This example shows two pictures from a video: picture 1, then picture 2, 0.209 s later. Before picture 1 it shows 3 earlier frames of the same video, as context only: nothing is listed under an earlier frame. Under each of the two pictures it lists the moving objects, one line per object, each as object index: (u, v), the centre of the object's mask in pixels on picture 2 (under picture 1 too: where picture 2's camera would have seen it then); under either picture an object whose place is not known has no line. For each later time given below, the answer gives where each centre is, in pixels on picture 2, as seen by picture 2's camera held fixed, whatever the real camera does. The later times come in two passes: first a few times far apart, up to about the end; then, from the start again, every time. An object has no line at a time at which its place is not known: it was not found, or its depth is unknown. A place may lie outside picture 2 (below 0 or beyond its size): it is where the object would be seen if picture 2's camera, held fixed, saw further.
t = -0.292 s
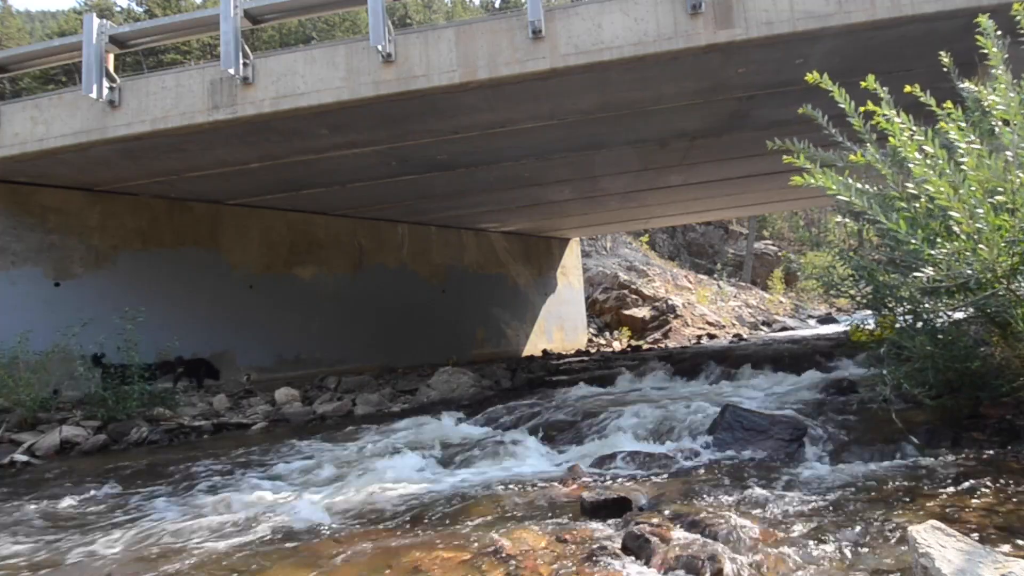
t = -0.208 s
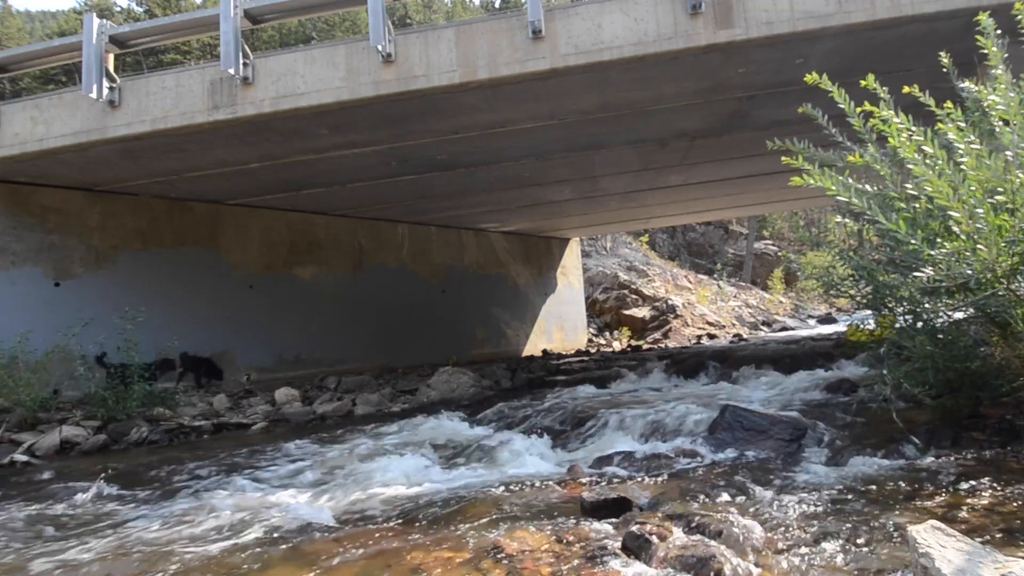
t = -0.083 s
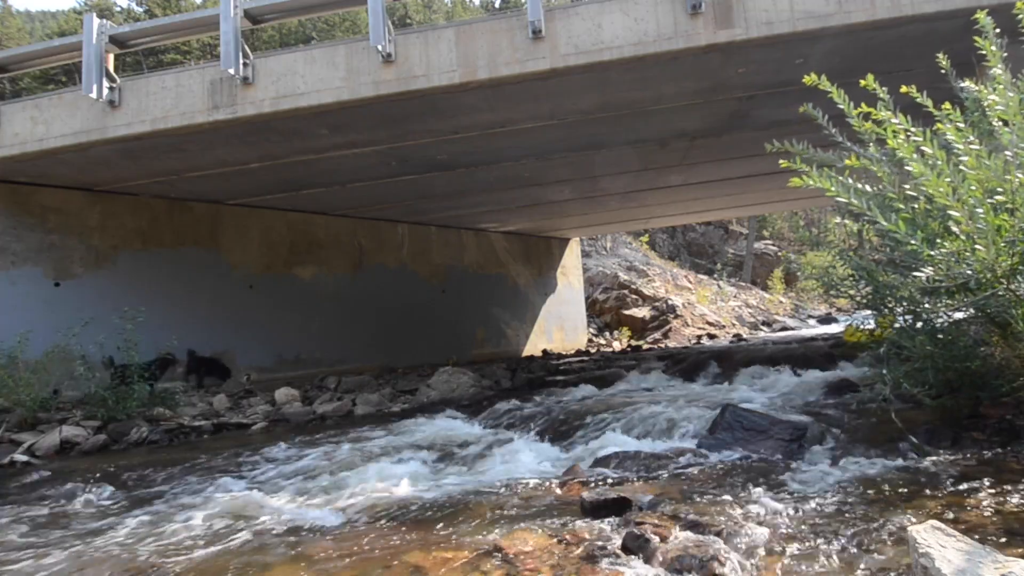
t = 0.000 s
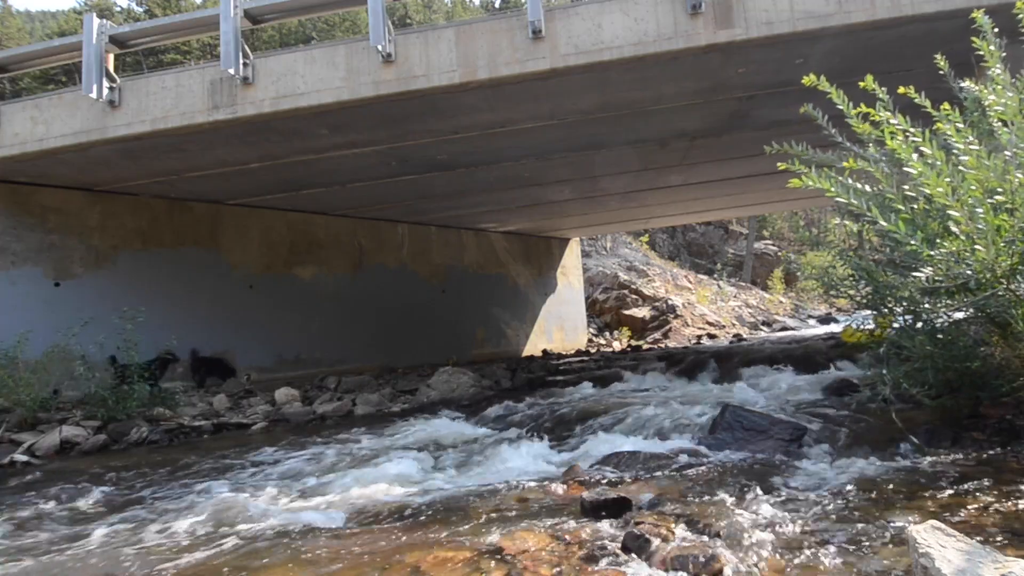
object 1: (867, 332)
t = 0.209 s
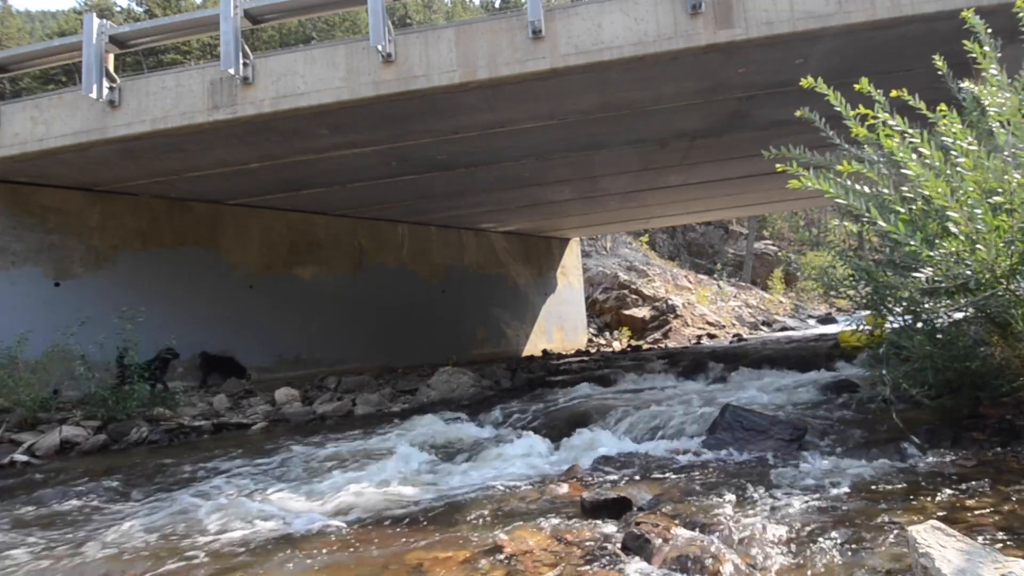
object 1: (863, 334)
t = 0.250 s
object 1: (861, 337)
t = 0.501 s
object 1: (861, 338)
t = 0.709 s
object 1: (858, 342)
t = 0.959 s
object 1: (853, 347)
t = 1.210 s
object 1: (853, 354)
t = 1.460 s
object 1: (852, 356)
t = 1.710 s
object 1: (851, 358)
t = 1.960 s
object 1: (849, 359)
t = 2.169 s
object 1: (842, 360)
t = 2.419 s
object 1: (837, 361)
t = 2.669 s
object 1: (830, 363)
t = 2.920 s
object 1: (819, 366)
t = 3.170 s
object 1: (806, 374)
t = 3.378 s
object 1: (791, 376)
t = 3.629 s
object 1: (769, 378)
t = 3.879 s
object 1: (749, 378)
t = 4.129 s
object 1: (733, 384)
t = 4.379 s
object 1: (714, 388)
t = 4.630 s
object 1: (691, 389)
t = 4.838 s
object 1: (673, 394)
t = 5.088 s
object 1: (649, 411)
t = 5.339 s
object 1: (633, 423)
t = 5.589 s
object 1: (611, 426)
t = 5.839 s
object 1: (575, 433)
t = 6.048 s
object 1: (558, 434)
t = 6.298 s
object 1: (530, 440)
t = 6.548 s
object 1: (495, 448)
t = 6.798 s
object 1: (465, 453)
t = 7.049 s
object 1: (438, 460)
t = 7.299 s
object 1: (412, 465)
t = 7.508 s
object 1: (390, 476)
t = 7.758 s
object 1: (365, 486)
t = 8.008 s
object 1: (349, 488)
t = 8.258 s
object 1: (333, 489)
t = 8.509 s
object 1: (313, 497)
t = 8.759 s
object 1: (293, 501)
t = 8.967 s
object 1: (277, 504)
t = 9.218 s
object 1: (250, 511)
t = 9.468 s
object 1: (219, 523)
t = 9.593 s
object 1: (201, 527)
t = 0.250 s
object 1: (861, 337)
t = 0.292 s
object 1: (862, 336)
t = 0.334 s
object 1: (862, 337)
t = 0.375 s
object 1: (862, 337)
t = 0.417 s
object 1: (862, 337)
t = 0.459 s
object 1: (861, 338)
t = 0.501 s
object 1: (861, 338)
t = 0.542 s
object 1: (861, 339)
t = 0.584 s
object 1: (860, 340)
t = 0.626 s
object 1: (859, 341)
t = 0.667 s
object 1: (859, 341)
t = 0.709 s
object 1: (858, 342)
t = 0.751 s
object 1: (857, 342)
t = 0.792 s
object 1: (855, 344)
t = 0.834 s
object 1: (854, 345)
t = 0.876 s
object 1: (853, 346)
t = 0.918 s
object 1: (853, 347)
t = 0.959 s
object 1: (853, 347)
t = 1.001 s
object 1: (853, 349)
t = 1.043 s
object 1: (854, 350)
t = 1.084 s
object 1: (854, 351)
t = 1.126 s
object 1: (855, 353)
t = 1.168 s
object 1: (854, 353)
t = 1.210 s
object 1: (853, 354)
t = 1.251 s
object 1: (851, 354)
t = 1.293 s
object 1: (850, 354)
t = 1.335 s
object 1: (850, 355)
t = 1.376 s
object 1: (851, 355)
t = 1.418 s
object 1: (851, 355)
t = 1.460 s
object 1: (852, 356)
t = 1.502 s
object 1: (853, 357)
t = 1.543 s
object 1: (852, 357)
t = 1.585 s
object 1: (852, 358)
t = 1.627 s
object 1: (851, 357)
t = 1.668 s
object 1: (851, 357)
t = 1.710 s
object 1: (851, 358)
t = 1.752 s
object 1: (851, 358)
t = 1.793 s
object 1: (851, 358)
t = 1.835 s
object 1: (851, 358)
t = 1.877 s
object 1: (851, 359)
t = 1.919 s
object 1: (850, 359)
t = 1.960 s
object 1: (849, 359)
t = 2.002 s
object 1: (848, 360)
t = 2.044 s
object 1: (846, 360)
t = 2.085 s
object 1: (845, 360)
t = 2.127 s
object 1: (844, 360)
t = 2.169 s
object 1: (842, 360)
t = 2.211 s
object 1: (841, 360)
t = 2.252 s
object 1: (840, 360)
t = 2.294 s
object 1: (839, 360)
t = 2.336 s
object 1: (838, 360)
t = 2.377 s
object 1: (837, 360)
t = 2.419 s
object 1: (837, 361)
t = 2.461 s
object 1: (836, 361)
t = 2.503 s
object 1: (834, 361)
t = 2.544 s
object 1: (833, 361)
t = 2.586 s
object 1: (832, 362)
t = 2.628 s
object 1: (831, 362)
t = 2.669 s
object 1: (830, 363)
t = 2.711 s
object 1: (829, 364)
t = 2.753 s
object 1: (827, 364)
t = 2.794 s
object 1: (825, 364)
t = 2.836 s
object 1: (823, 364)
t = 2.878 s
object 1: (822, 365)
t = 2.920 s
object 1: (819, 366)
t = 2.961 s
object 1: (817, 366)
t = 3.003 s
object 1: (815, 368)
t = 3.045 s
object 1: (813, 369)
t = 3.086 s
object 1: (811, 371)
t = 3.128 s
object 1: (808, 373)
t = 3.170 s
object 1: (806, 374)
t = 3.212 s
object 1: (803, 375)
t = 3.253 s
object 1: (801, 375)
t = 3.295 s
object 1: (797, 376)
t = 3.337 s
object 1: (794, 376)
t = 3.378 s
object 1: (791, 376)
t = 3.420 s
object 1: (788, 377)
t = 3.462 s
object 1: (784, 377)
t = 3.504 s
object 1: (779, 377)
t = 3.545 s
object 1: (777, 378)
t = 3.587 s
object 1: (774, 379)
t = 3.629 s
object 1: (769, 378)
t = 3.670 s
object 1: (766, 375)
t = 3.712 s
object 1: (761, 374)
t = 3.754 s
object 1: (758, 376)
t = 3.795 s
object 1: (755, 376)
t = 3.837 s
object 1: (752, 377)
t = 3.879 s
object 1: (749, 378)
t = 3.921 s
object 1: (746, 379)
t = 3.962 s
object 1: (743, 380)
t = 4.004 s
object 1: (741, 381)
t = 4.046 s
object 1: (738, 382)
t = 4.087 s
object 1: (735, 383)
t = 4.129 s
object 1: (733, 384)
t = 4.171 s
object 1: (730, 385)
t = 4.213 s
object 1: (728, 385)
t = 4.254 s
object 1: (725, 386)
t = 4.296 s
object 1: (721, 387)
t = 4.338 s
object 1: (718, 388)
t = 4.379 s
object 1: (714, 388)
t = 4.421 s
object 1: (710, 389)
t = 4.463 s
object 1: (706, 389)
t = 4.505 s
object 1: (702, 390)
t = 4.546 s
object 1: (698, 389)
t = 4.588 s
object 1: (694, 389)
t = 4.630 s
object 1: (691, 389)
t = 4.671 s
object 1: (687, 390)
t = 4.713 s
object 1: (683, 390)
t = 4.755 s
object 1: (680, 392)
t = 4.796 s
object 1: (676, 393)
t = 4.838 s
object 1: (673, 394)
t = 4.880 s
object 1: (669, 396)
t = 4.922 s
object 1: (666, 398)
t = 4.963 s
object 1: (662, 401)
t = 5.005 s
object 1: (658, 405)
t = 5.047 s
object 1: (653, 408)
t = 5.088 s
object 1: (649, 411)
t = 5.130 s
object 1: (645, 415)
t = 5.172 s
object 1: (642, 418)
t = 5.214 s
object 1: (640, 419)
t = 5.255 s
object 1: (639, 420)
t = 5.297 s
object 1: (635, 423)
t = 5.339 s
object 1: (633, 423)
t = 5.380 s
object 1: (631, 424)
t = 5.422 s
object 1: (629, 424)
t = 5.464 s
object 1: (627, 425)
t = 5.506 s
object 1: (623, 425)
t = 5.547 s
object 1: (617, 425)
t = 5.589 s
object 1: (611, 426)
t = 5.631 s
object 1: (605, 428)
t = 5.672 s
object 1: (598, 429)
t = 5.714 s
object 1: (592, 430)
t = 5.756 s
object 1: (585, 431)
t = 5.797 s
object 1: (580, 432)
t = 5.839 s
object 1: (575, 433)
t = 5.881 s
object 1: (572, 433)
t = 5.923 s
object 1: (568, 433)
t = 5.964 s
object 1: (565, 433)
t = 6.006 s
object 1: (561, 433)
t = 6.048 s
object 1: (558, 434)
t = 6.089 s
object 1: (555, 434)
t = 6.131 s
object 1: (551, 435)
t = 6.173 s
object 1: (546, 436)
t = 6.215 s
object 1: (542, 436)
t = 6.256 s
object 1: (536, 438)
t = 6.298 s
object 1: (530, 440)
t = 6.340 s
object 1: (524, 441)
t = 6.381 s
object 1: (518, 443)
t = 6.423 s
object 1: (512, 445)
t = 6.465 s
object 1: (507, 447)
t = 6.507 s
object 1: (501, 447)
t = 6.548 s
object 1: (495, 448)
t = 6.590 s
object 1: (490, 448)
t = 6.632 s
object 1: (484, 449)
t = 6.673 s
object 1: (479, 450)
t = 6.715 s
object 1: (474, 451)
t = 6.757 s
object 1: (469, 452)
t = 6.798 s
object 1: (465, 453)
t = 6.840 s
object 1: (460, 455)
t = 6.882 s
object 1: (455, 456)
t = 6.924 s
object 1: (451, 457)
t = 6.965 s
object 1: (446, 458)
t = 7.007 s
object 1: (442, 459)
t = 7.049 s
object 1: (438, 460)
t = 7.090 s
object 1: (434, 461)
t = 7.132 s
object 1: (430, 462)
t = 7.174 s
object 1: (425, 462)
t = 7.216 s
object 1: (421, 463)
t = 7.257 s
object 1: (417, 464)
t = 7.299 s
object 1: (412, 465)
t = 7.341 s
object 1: (408, 467)
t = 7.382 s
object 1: (404, 469)
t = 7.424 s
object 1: (399, 471)
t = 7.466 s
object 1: (394, 473)
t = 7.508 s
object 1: (390, 476)
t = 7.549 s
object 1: (385, 478)
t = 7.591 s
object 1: (381, 480)
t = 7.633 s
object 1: (376, 482)
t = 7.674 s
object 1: (372, 484)
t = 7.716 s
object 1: (368, 485)
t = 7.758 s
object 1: (365, 486)
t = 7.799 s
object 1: (362, 486)
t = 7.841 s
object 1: (359, 487)
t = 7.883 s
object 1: (356, 487)
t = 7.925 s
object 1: (354, 487)
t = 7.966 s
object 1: (351, 488)
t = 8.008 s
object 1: (349, 488)
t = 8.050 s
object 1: (346, 488)
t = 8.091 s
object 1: (343, 488)
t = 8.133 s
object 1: (341, 488)
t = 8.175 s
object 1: (338, 489)
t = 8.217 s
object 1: (336, 489)
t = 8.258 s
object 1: (333, 489)
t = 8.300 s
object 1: (330, 490)
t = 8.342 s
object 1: (327, 492)
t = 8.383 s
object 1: (323, 493)
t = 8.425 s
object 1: (320, 494)
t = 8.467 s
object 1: (316, 496)
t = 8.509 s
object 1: (313, 497)
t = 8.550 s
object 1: (309, 498)
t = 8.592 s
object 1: (306, 499)
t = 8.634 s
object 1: (303, 499)
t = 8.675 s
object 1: (300, 500)
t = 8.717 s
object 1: (297, 501)
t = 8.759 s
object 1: (293, 501)
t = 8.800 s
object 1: (290, 502)
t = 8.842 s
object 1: (288, 502)
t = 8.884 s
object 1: (284, 503)
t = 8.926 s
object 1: (280, 503)
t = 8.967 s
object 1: (277, 504)
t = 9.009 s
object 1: (273, 505)
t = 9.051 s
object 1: (268, 506)
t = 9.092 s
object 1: (264, 507)
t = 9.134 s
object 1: (259, 508)
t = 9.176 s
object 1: (254, 509)
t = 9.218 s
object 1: (250, 511)
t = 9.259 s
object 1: (245, 512)
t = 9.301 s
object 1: (240, 514)
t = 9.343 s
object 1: (234, 517)
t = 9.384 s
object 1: (229, 519)
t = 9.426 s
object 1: (224, 521)
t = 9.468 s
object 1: (219, 523)
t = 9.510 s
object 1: (213, 525)
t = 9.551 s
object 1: (207, 526)
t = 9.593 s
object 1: (201, 527)
